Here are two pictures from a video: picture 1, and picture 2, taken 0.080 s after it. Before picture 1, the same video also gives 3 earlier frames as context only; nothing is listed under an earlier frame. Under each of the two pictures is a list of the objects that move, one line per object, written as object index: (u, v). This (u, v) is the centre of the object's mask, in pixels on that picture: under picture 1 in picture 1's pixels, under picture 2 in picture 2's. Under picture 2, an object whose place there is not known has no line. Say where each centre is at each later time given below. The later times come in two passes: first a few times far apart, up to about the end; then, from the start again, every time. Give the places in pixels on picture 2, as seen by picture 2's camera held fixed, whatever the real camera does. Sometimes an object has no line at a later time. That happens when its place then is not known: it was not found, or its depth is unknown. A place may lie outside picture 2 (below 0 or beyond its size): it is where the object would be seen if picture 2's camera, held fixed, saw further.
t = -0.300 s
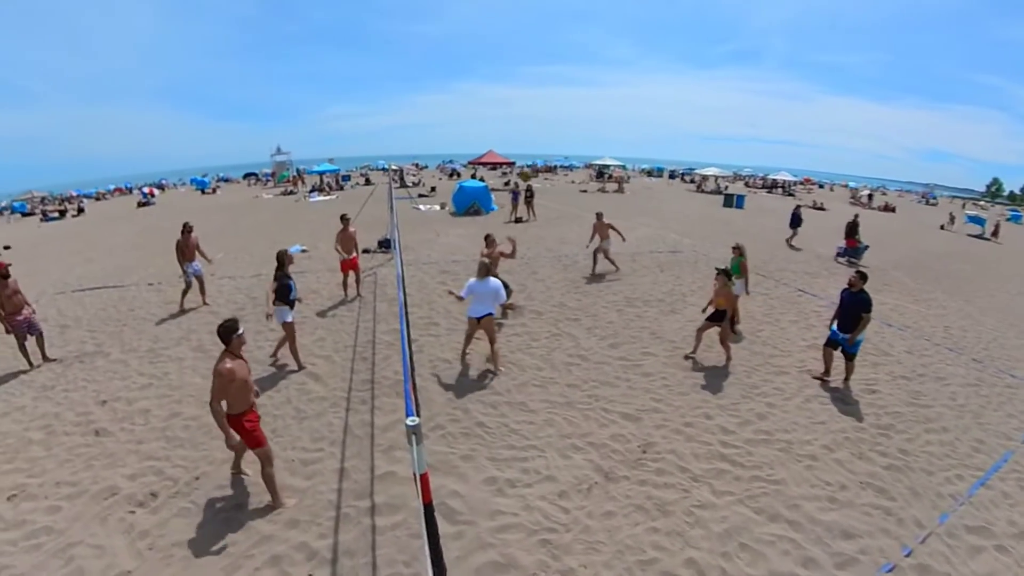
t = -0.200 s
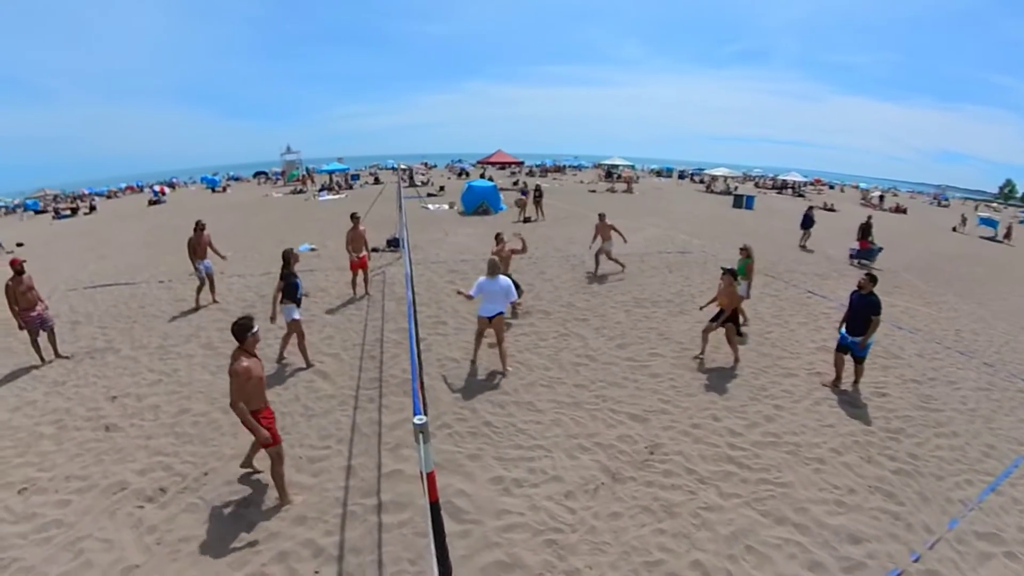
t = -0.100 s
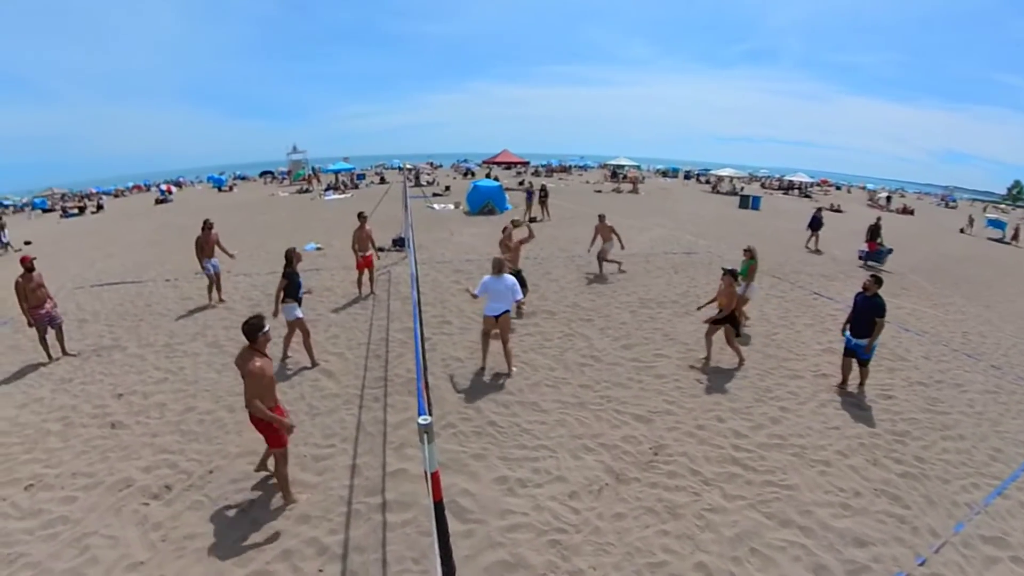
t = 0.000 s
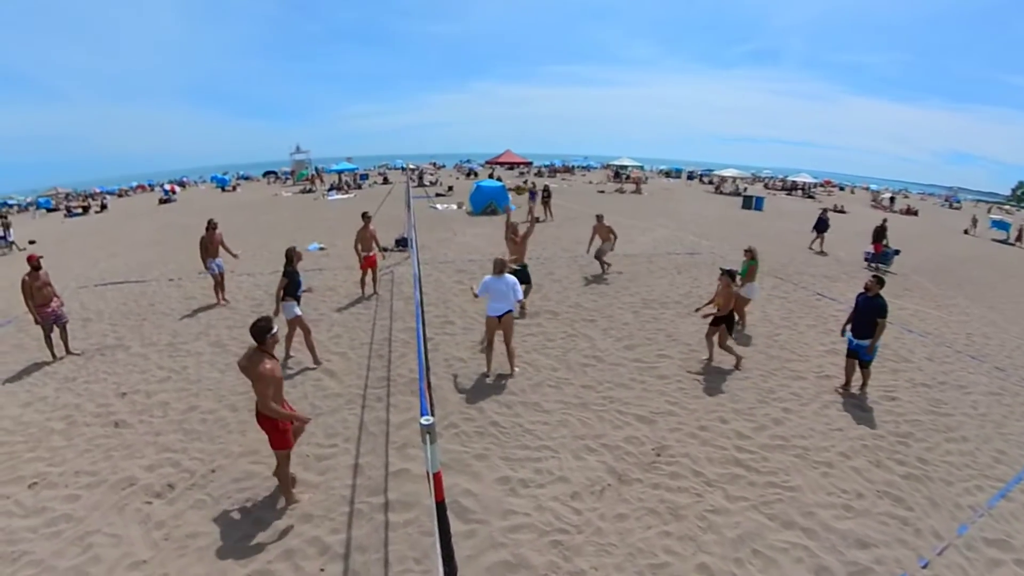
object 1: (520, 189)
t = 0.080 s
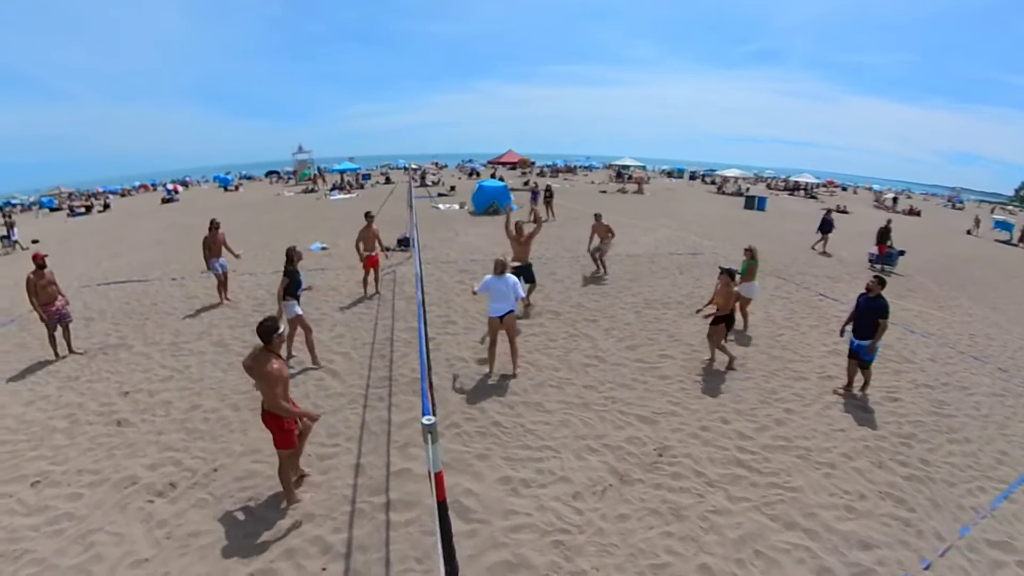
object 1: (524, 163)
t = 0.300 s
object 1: (531, 108)
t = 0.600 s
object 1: (540, 81)
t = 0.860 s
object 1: (548, 111)
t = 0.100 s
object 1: (525, 157)
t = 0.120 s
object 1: (525, 151)
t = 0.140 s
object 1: (526, 146)
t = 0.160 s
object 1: (526, 140)
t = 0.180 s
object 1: (527, 135)
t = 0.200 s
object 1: (528, 130)
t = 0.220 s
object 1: (528, 125)
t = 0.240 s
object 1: (529, 120)
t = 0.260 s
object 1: (529, 116)
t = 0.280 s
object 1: (530, 112)
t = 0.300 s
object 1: (531, 108)
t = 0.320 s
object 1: (531, 105)
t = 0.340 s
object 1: (532, 101)
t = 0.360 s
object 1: (532, 98)
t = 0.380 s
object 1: (533, 95)
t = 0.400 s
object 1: (534, 92)
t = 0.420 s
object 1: (534, 90)
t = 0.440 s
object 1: (535, 88)
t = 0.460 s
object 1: (536, 86)
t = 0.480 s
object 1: (536, 84)
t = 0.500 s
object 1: (537, 83)
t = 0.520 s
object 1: (538, 82)
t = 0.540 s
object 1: (538, 81)
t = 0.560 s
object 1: (539, 81)
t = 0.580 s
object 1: (539, 81)
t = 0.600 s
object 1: (540, 81)
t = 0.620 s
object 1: (541, 81)
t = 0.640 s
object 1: (541, 82)
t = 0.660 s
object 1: (542, 83)
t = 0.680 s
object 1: (542, 84)
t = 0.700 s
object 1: (543, 86)
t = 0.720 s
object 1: (544, 88)
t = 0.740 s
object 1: (544, 91)
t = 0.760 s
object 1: (545, 93)
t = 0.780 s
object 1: (546, 96)
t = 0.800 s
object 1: (546, 99)
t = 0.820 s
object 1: (547, 103)
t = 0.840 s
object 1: (548, 107)
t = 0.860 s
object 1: (548, 111)
